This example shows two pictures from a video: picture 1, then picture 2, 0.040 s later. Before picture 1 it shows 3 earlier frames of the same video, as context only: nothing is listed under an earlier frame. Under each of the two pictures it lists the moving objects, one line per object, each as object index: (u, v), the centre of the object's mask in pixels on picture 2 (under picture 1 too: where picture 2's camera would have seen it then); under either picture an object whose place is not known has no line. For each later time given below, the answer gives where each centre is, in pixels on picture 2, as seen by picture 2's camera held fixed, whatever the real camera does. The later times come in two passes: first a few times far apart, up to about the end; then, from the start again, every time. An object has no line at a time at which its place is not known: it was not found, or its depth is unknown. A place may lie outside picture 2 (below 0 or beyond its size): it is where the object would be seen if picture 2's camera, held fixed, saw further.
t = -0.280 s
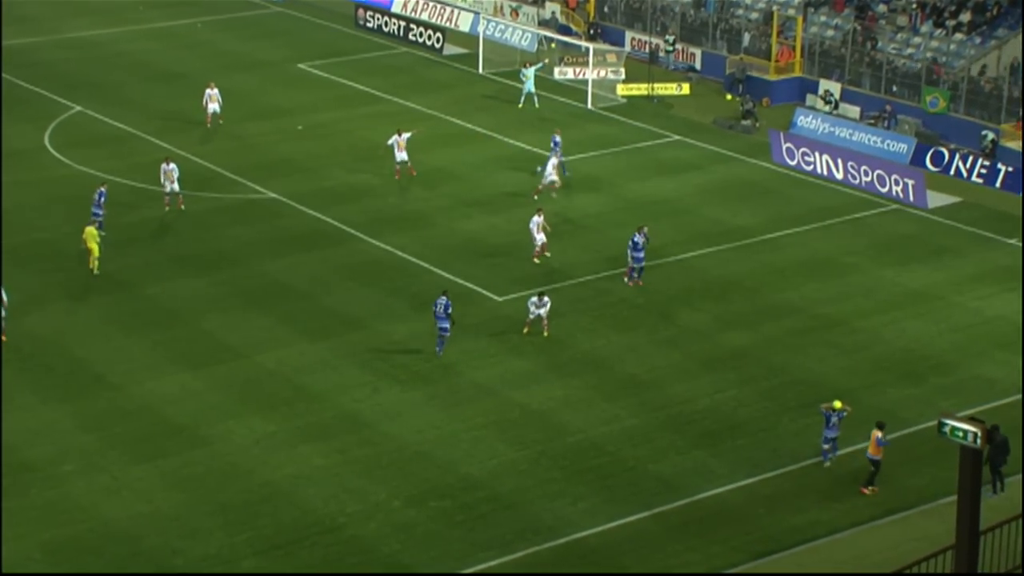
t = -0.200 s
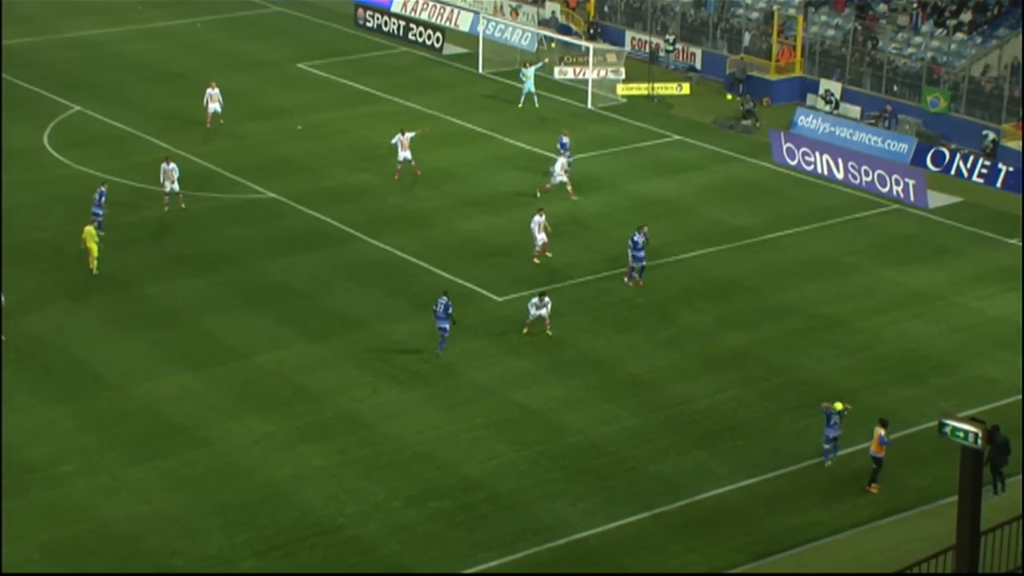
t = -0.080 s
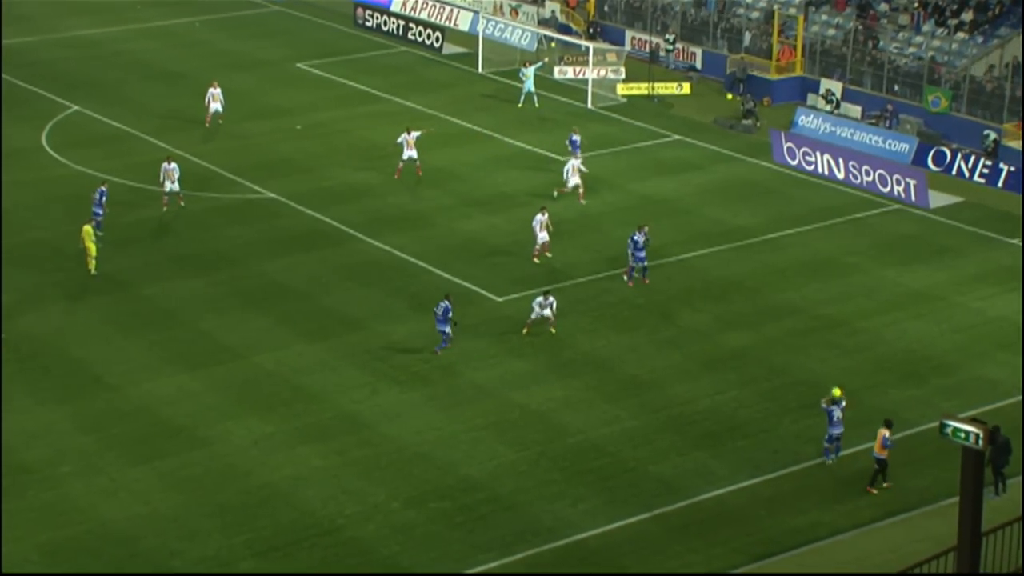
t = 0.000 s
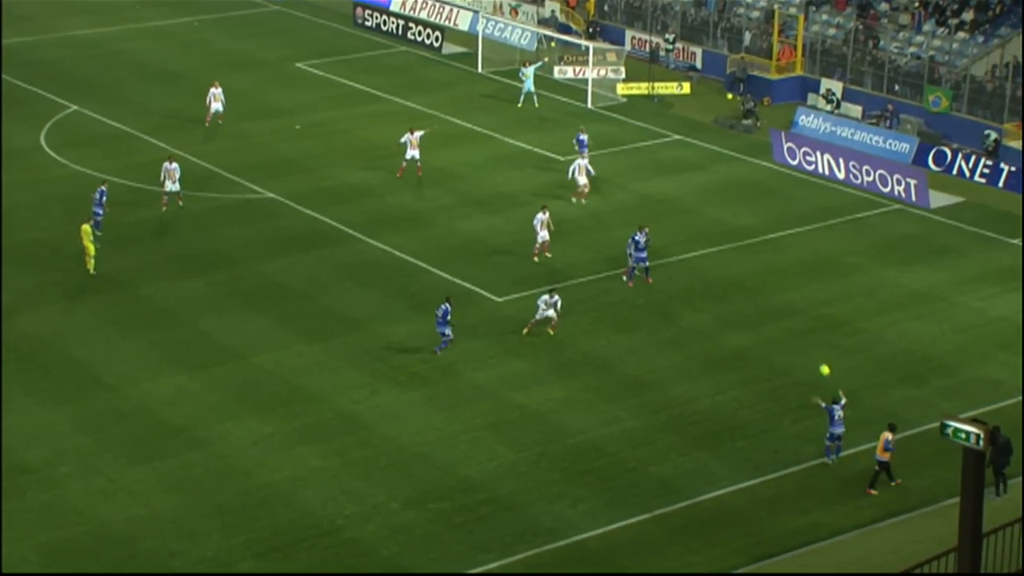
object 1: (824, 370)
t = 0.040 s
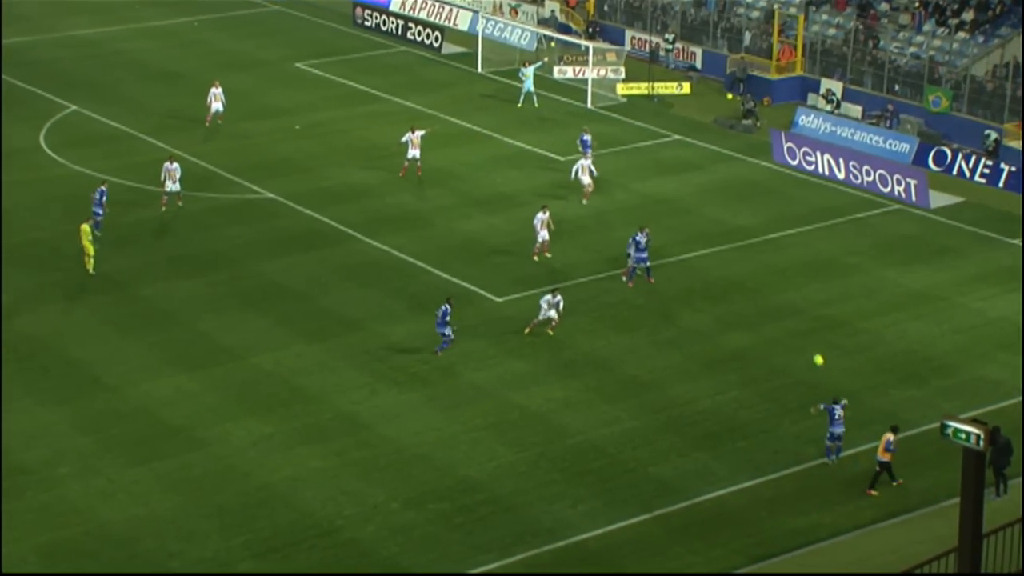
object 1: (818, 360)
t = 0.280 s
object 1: (781, 314)
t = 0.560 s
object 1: (742, 295)
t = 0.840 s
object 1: (706, 305)
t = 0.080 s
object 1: (812, 350)
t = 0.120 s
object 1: (806, 341)
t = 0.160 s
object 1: (799, 333)
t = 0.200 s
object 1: (793, 326)
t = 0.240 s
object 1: (787, 320)
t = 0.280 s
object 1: (781, 314)
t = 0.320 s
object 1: (775, 310)
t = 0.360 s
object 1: (770, 305)
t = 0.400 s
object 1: (764, 302)
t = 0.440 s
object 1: (758, 299)
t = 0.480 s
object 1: (753, 297)
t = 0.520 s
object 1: (747, 296)
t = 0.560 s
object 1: (742, 295)
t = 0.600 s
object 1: (736, 295)
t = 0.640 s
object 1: (731, 295)
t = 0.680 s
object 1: (726, 296)
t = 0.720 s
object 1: (721, 297)
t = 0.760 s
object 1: (716, 299)
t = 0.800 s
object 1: (711, 301)
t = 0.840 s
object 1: (706, 305)
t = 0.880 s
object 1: (702, 308)
